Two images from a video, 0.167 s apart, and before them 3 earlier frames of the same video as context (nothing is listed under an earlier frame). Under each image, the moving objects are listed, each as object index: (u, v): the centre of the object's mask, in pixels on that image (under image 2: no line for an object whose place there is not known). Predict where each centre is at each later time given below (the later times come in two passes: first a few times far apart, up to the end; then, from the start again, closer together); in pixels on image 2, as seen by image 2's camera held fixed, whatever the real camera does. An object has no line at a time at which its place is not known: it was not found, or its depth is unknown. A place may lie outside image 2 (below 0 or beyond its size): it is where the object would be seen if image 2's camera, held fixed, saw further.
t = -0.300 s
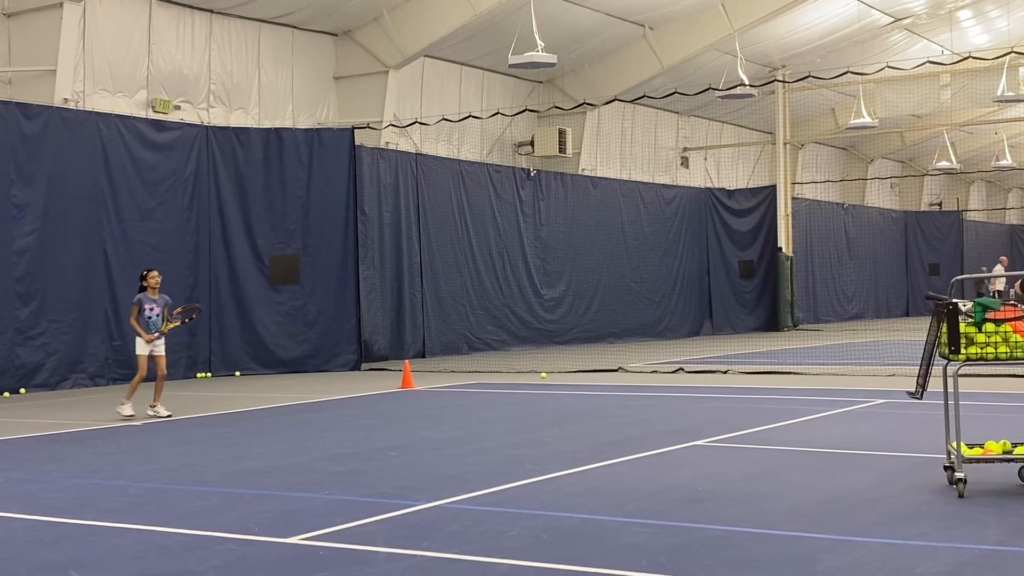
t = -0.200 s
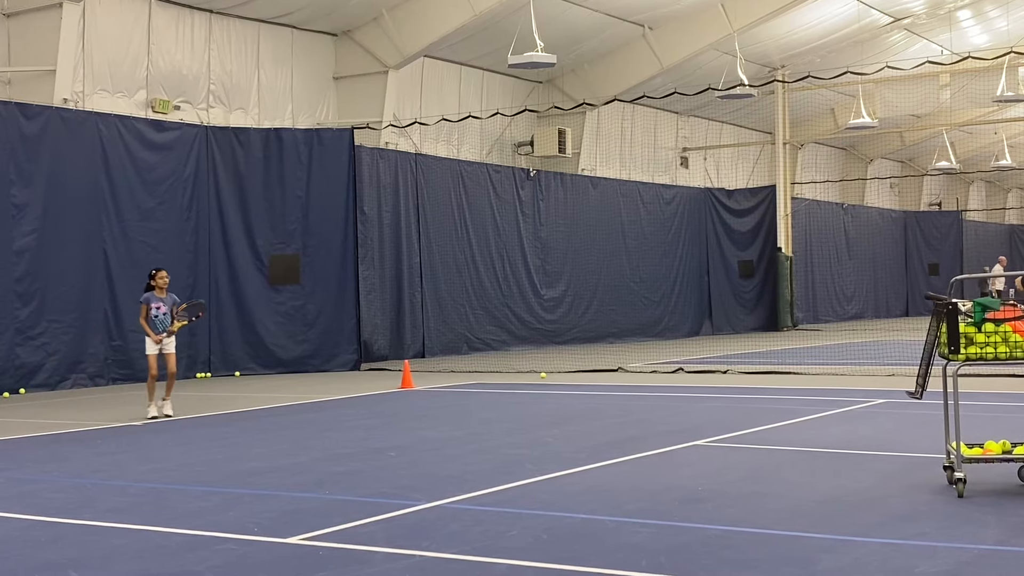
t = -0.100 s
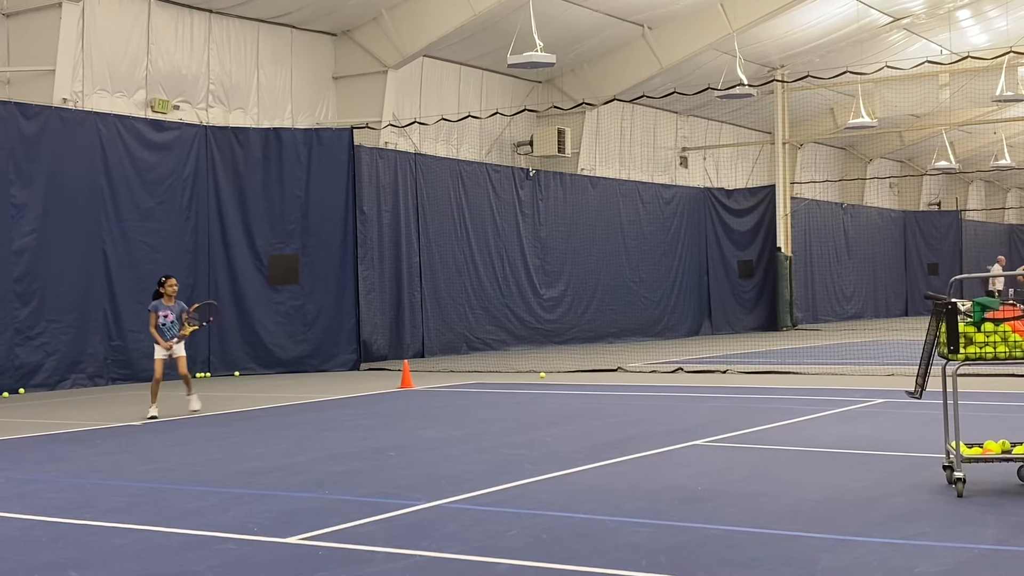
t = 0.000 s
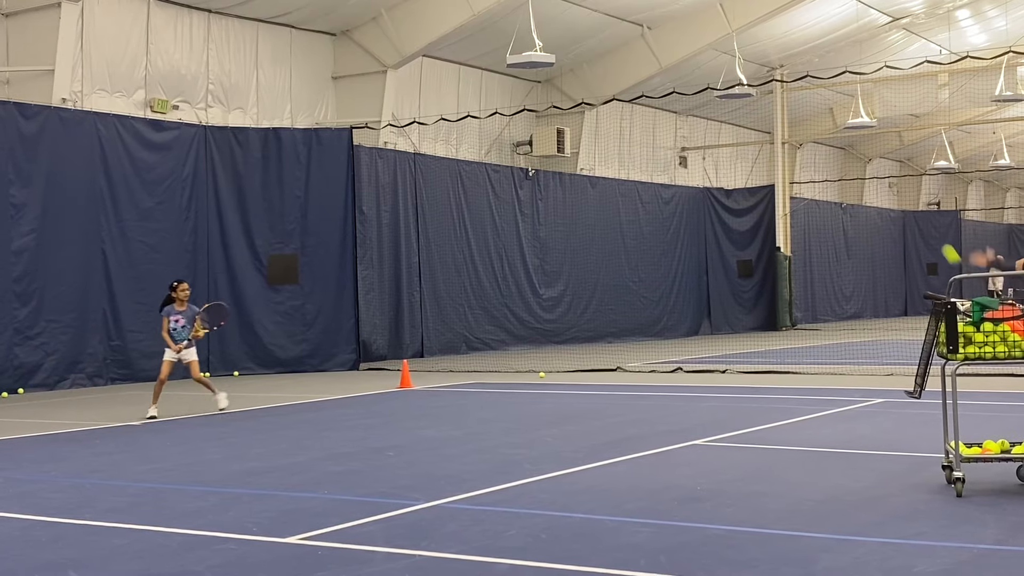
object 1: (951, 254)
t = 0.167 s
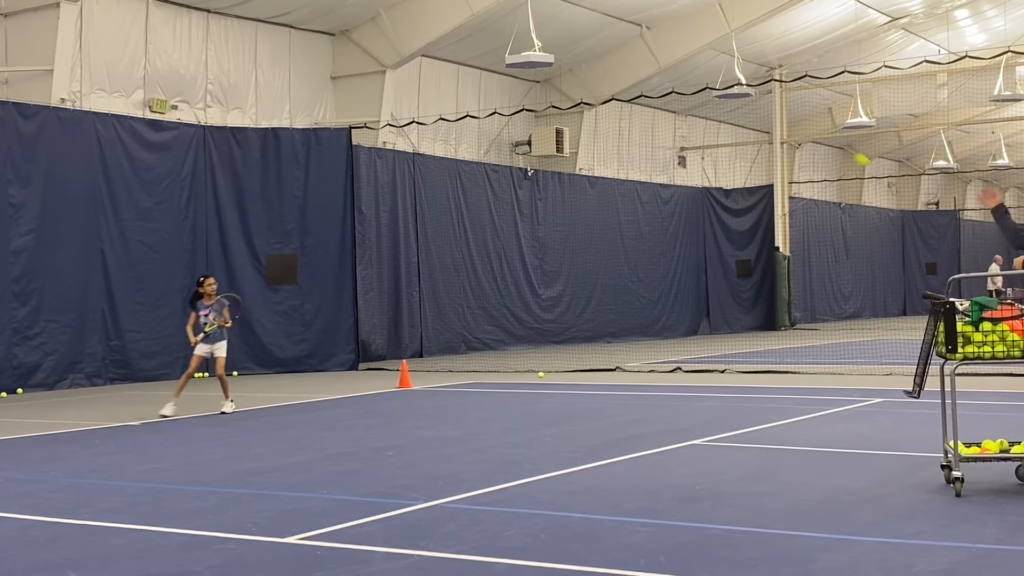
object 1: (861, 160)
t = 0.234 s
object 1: (830, 138)
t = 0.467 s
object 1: (734, 121)
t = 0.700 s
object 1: (655, 178)
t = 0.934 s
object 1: (590, 293)
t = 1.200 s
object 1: (534, 367)
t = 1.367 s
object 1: (506, 302)
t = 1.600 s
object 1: (472, 269)
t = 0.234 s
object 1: (830, 138)
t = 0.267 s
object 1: (815, 131)
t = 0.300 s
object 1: (801, 124)
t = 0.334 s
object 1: (786, 121)
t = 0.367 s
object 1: (772, 118)
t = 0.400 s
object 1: (759, 117)
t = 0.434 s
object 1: (746, 118)
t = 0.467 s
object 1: (734, 121)
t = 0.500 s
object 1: (722, 125)
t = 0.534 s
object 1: (710, 131)
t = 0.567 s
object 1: (698, 138)
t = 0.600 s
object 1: (687, 146)
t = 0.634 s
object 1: (676, 156)
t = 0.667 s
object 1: (665, 166)
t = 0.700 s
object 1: (655, 178)
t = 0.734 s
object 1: (645, 192)
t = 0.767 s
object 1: (635, 206)
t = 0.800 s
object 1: (626, 221)
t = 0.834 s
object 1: (616, 238)
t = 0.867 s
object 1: (607, 256)
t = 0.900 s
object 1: (599, 274)
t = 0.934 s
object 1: (590, 293)
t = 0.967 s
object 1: (582, 314)
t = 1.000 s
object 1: (575, 335)
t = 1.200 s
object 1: (534, 367)
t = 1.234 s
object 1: (528, 350)
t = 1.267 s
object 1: (522, 337)
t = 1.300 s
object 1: (517, 324)
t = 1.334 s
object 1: (511, 312)
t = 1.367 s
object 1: (506, 302)
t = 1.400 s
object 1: (501, 293)
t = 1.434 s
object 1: (496, 286)
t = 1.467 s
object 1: (491, 280)
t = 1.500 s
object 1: (486, 275)
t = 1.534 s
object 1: (481, 272)
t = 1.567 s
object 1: (476, 270)
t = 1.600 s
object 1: (472, 269)
